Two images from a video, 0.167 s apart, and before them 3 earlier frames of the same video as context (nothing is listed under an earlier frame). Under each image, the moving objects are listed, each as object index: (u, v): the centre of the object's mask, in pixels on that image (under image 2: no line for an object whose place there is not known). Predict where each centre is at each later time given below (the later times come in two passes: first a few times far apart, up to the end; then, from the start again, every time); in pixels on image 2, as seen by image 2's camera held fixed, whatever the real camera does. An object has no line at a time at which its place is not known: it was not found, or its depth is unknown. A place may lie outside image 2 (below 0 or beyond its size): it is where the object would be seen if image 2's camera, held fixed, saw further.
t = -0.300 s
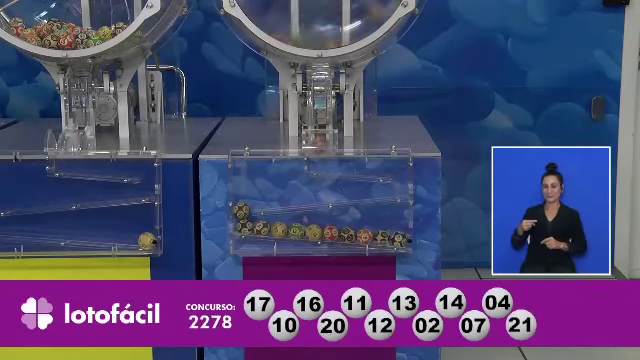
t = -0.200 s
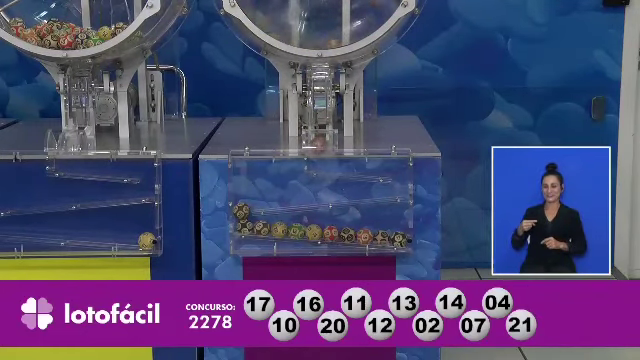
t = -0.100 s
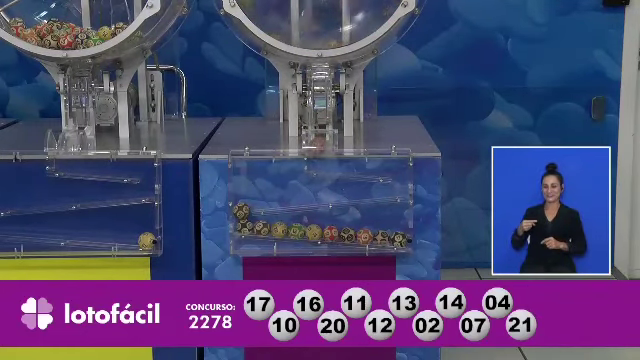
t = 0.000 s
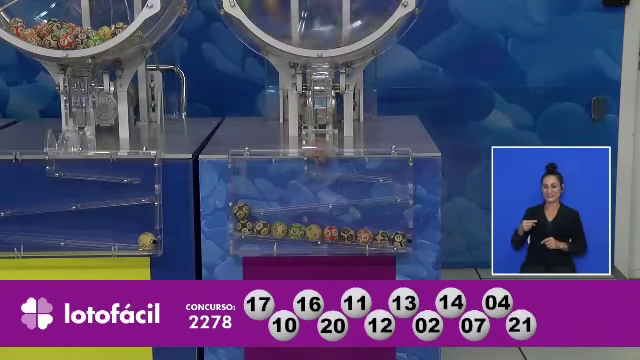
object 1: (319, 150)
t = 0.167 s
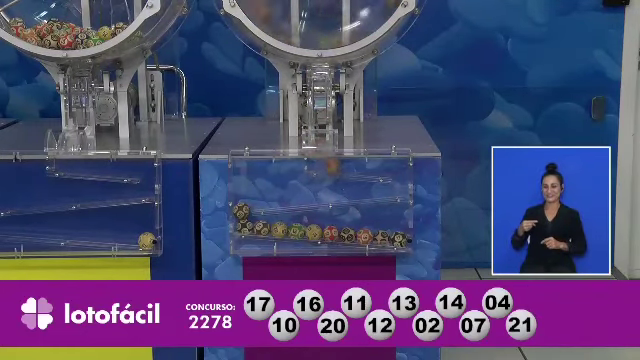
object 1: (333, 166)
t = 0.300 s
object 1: (341, 167)
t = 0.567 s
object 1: (365, 170)
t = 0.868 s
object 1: (399, 180)
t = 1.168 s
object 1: (394, 190)
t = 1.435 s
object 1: (380, 192)
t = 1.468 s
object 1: (379, 192)
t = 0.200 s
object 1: (335, 166)
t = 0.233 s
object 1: (336, 166)
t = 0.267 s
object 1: (339, 167)
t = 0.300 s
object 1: (341, 167)
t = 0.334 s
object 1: (344, 167)
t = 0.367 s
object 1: (347, 167)
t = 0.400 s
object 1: (349, 168)
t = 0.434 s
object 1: (352, 168)
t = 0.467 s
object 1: (354, 168)
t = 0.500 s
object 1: (356, 169)
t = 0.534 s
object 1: (360, 168)
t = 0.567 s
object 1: (365, 170)
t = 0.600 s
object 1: (367, 170)
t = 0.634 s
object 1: (369, 170)
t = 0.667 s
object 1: (375, 169)
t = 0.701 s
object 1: (378, 170)
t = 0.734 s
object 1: (383, 171)
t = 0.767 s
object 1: (387, 172)
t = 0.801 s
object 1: (392, 173)
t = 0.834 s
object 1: (396, 174)
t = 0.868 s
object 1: (399, 180)
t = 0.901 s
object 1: (396, 187)
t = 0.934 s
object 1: (394, 188)
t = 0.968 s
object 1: (394, 190)
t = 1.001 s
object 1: (394, 190)
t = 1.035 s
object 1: (394, 190)
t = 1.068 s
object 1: (394, 190)
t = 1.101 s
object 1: (394, 190)
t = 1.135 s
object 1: (394, 190)
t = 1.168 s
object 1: (394, 190)
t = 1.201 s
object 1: (394, 190)
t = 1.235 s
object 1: (394, 190)
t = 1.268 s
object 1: (392, 191)
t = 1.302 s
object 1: (390, 191)
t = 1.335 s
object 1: (389, 192)
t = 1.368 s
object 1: (388, 191)
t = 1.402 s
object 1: (384, 191)
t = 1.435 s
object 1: (380, 192)
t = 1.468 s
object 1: (379, 192)
